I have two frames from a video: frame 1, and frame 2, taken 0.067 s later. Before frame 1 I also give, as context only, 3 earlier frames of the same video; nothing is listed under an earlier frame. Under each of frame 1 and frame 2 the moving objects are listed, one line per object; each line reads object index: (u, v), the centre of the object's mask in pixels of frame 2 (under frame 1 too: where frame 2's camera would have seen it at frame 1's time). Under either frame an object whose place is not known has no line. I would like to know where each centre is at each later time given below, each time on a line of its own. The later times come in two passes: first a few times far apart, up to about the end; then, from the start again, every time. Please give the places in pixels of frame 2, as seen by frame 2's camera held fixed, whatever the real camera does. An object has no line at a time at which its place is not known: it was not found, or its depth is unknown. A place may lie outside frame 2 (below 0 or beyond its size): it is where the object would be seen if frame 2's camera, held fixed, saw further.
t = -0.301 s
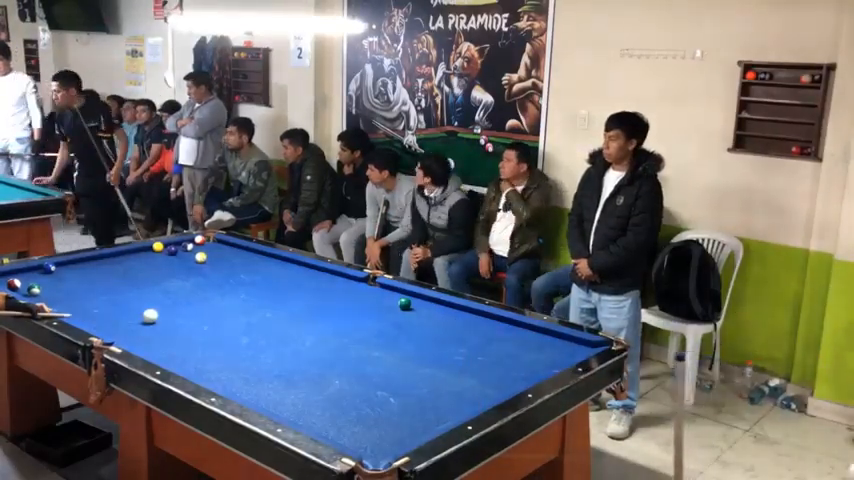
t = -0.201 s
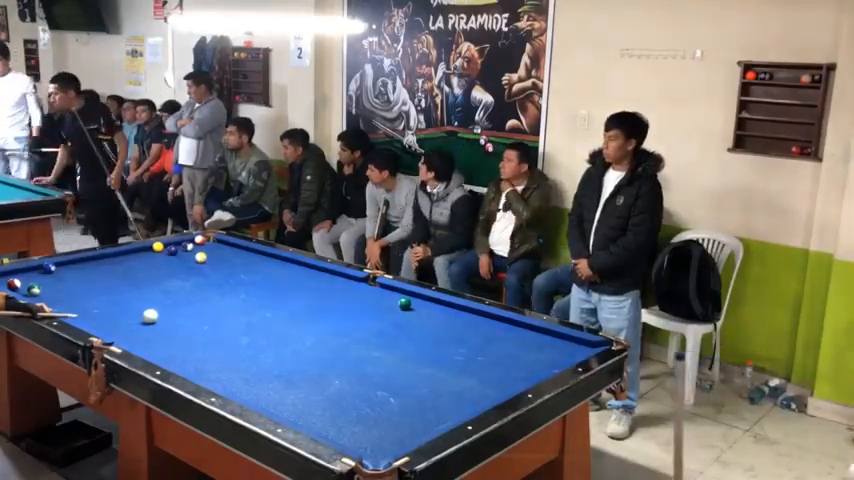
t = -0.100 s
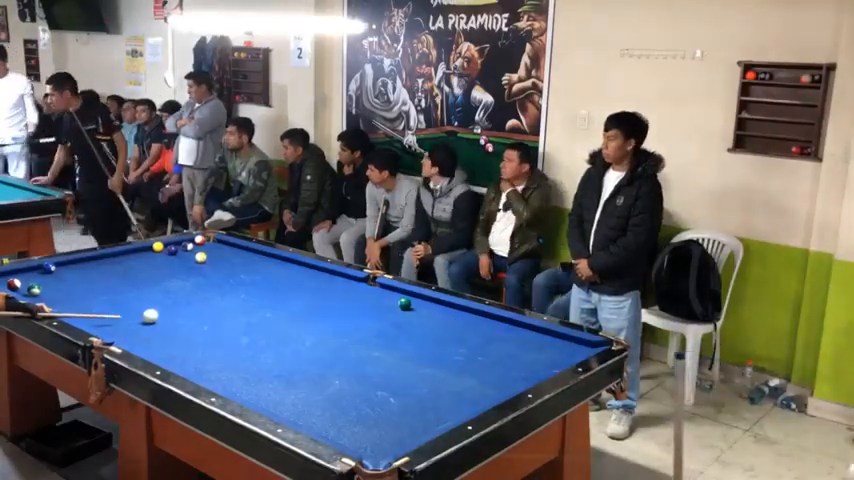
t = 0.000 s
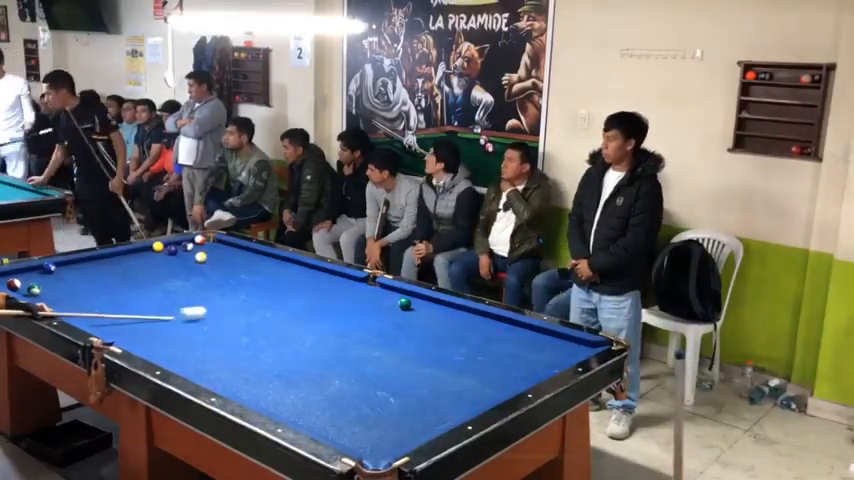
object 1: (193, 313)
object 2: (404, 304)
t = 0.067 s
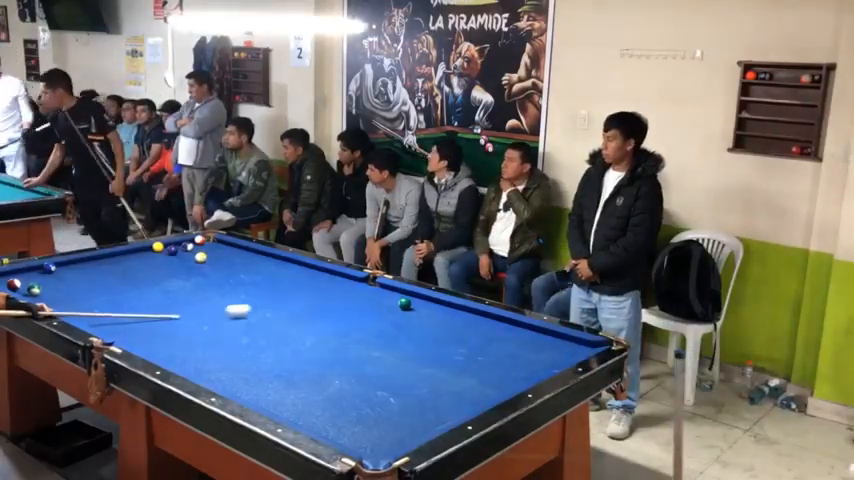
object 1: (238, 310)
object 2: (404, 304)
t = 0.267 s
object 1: (348, 304)
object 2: (404, 304)
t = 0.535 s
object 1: (398, 294)
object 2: (452, 309)
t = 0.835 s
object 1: (371, 289)
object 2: (485, 320)
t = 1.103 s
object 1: (339, 288)
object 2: (508, 335)
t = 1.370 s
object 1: (308, 285)
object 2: (532, 349)
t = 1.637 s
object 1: (278, 284)
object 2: (556, 361)
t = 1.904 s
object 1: (249, 282)
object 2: (525, 364)
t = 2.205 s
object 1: (218, 280)
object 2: (487, 363)
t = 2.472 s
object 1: (193, 278)
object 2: (455, 363)
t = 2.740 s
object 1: (169, 277)
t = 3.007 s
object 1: (146, 276)
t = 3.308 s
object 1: (121, 274)
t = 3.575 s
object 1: (102, 273)
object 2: (333, 362)
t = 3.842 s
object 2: (306, 361)
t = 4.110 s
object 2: (281, 362)
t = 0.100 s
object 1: (259, 310)
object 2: (404, 304)
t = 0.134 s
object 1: (278, 308)
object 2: (404, 304)
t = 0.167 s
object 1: (297, 308)
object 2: (404, 304)
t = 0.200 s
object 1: (315, 307)
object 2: (404, 304)
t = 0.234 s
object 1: (331, 305)
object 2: (404, 304)
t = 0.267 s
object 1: (348, 304)
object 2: (404, 304)
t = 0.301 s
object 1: (363, 303)
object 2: (404, 304)
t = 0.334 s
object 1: (378, 303)
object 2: (405, 303)
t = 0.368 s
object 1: (391, 302)
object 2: (405, 304)
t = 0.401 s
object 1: (393, 300)
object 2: (414, 305)
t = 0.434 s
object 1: (393, 298)
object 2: (425, 305)
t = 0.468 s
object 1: (395, 297)
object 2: (433, 306)
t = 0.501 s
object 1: (397, 296)
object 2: (442, 307)
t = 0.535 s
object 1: (398, 294)
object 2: (452, 309)
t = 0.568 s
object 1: (400, 293)
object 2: (459, 309)
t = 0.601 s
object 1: (400, 292)
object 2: (465, 310)
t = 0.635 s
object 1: (397, 291)
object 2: (467, 312)
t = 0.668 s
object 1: (393, 291)
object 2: (470, 312)
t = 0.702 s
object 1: (388, 290)
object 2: (473, 315)
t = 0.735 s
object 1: (384, 290)
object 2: (476, 317)
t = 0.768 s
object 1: (380, 290)
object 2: (479, 318)
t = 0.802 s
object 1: (376, 290)
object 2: (481, 319)
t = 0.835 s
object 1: (371, 289)
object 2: (485, 320)
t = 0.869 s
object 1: (367, 289)
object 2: (488, 323)
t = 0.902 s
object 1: (363, 289)
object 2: (490, 323)
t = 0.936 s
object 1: (359, 289)
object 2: (494, 327)
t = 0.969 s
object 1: (354, 289)
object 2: (496, 327)
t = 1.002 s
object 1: (351, 288)
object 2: (499, 330)
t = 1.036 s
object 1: (347, 288)
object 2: (503, 331)
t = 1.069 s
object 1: (343, 288)
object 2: (505, 333)
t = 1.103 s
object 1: (339, 288)
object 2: (508, 335)
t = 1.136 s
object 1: (336, 287)
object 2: (511, 336)
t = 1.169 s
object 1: (331, 287)
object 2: (514, 338)
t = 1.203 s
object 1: (327, 287)
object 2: (517, 340)
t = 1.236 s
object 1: (323, 286)
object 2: (520, 342)
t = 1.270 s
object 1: (319, 286)
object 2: (523, 344)
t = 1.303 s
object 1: (315, 286)
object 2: (526, 345)
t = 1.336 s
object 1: (311, 286)
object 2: (529, 347)
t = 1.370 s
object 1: (308, 285)
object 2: (532, 349)
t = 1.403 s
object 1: (304, 285)
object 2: (535, 351)
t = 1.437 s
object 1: (300, 285)
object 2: (538, 352)
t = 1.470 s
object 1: (296, 285)
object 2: (542, 354)
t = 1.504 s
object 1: (292, 285)
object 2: (544, 356)
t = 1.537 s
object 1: (289, 284)
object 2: (547, 358)
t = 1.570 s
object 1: (285, 284)
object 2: (551, 359)
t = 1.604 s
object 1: (281, 284)
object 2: (554, 361)
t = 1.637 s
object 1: (278, 284)
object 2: (556, 361)
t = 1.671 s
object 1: (274, 283)
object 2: (555, 362)
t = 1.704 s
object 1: (270, 283)
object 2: (551, 363)
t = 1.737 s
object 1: (267, 283)
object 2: (547, 363)
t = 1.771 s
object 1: (263, 283)
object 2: (543, 364)
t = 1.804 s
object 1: (260, 283)
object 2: (539, 364)
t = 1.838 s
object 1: (256, 282)
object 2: (534, 364)
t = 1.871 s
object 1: (252, 282)
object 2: (530, 364)
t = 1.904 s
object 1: (249, 282)
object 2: (525, 364)
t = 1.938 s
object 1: (246, 282)
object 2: (521, 363)
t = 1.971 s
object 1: (242, 282)
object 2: (517, 363)
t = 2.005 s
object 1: (239, 281)
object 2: (512, 363)
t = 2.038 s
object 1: (236, 281)
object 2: (508, 363)
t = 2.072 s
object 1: (232, 281)
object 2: (504, 363)
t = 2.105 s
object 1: (229, 281)
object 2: (500, 363)
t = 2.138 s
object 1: (225, 280)
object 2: (496, 363)
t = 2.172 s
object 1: (222, 280)
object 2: (492, 363)
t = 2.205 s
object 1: (218, 280)
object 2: (487, 363)
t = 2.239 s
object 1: (215, 280)
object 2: (483, 363)
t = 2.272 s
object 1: (212, 280)
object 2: (479, 363)
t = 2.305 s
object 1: (209, 279)
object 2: (475, 363)
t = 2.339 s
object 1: (205, 279)
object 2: (471, 363)
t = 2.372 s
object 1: (202, 279)
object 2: (467, 363)
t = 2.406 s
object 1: (199, 279)
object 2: (462, 363)
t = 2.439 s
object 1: (196, 279)
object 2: (458, 363)
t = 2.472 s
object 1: (193, 278)
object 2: (455, 363)
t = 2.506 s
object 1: (190, 278)
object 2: (451, 362)
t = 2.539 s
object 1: (187, 278)
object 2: (447, 362)
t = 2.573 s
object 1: (183, 278)
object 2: (442, 362)
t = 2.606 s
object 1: (180, 278)
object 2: (435, 360)
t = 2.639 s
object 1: (177, 278)
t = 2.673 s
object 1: (174, 278)
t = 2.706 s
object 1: (171, 277)
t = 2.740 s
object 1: (169, 277)
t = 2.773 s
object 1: (165, 277)
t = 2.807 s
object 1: (162, 277)
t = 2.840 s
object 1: (160, 277)
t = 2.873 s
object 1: (157, 276)
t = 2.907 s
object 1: (154, 276)
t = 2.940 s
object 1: (151, 276)
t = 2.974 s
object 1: (149, 276)
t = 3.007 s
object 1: (146, 276)
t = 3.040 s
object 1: (143, 275)
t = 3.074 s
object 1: (140, 275)
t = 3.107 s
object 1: (137, 275)
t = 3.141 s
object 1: (135, 275)
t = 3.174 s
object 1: (132, 275)
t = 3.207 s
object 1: (129, 275)
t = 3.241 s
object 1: (127, 274)
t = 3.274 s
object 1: (124, 274)
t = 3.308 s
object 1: (121, 274)
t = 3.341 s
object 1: (120, 274)
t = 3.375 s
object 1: (116, 274)
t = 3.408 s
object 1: (114, 274)
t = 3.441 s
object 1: (111, 273)
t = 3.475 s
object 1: (109, 273)
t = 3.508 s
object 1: (106, 273)
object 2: (342, 361)
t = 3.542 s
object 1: (104, 273)
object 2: (338, 361)
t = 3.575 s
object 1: (102, 273)
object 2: (333, 362)
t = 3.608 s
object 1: (99, 272)
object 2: (330, 361)
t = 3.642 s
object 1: (97, 273)
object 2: (326, 361)
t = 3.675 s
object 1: (95, 272)
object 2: (323, 361)
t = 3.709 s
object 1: (91, 271)
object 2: (319, 361)
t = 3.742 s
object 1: (88, 270)
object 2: (316, 361)
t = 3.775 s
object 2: (313, 361)
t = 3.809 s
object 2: (309, 362)
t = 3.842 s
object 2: (306, 361)
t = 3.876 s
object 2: (303, 361)
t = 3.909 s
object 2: (300, 361)
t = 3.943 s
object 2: (297, 361)
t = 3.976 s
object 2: (293, 362)
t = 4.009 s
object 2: (290, 362)
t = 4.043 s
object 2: (287, 361)
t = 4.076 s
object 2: (284, 362)
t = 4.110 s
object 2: (281, 362)
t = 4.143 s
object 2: (279, 362)
